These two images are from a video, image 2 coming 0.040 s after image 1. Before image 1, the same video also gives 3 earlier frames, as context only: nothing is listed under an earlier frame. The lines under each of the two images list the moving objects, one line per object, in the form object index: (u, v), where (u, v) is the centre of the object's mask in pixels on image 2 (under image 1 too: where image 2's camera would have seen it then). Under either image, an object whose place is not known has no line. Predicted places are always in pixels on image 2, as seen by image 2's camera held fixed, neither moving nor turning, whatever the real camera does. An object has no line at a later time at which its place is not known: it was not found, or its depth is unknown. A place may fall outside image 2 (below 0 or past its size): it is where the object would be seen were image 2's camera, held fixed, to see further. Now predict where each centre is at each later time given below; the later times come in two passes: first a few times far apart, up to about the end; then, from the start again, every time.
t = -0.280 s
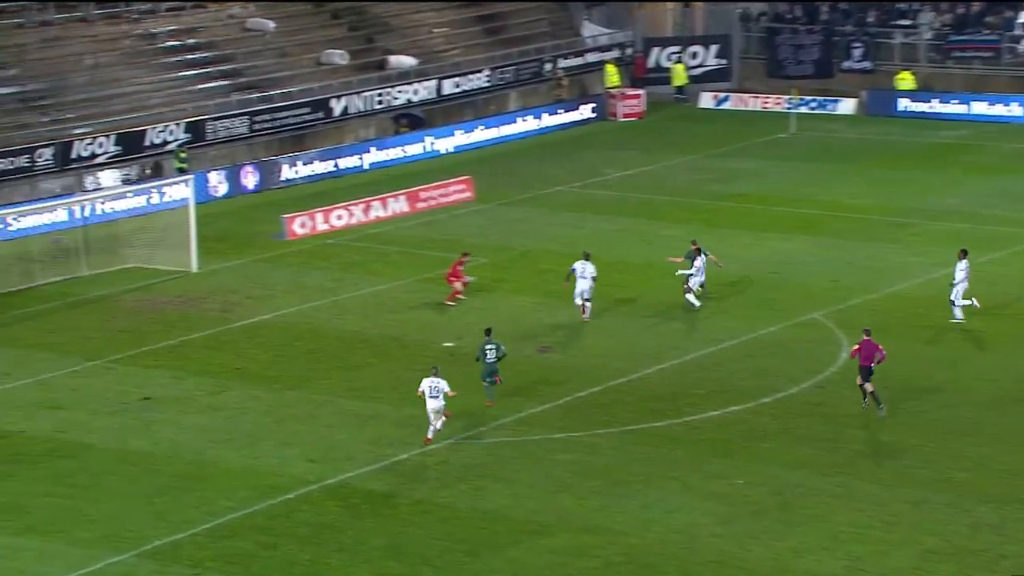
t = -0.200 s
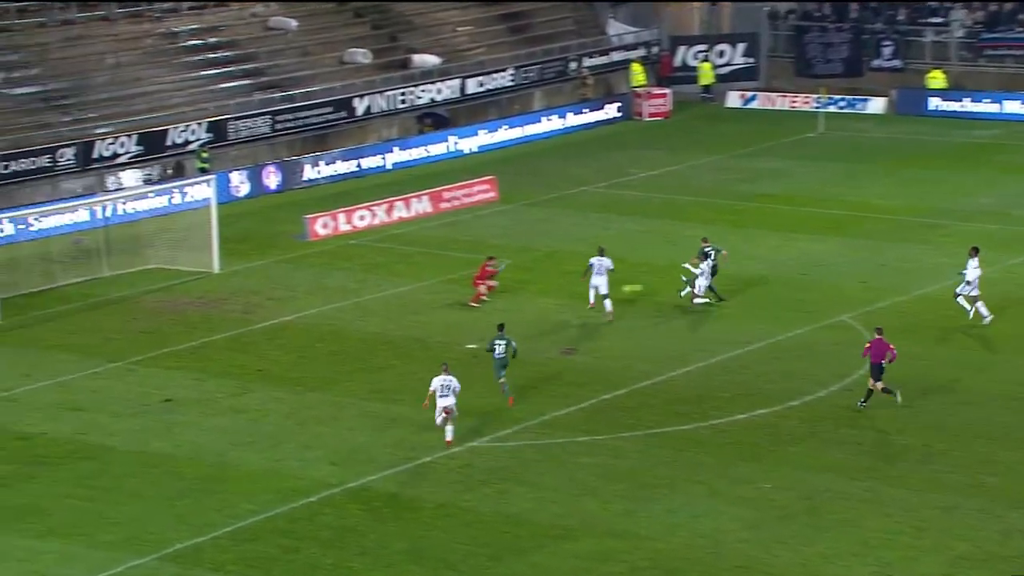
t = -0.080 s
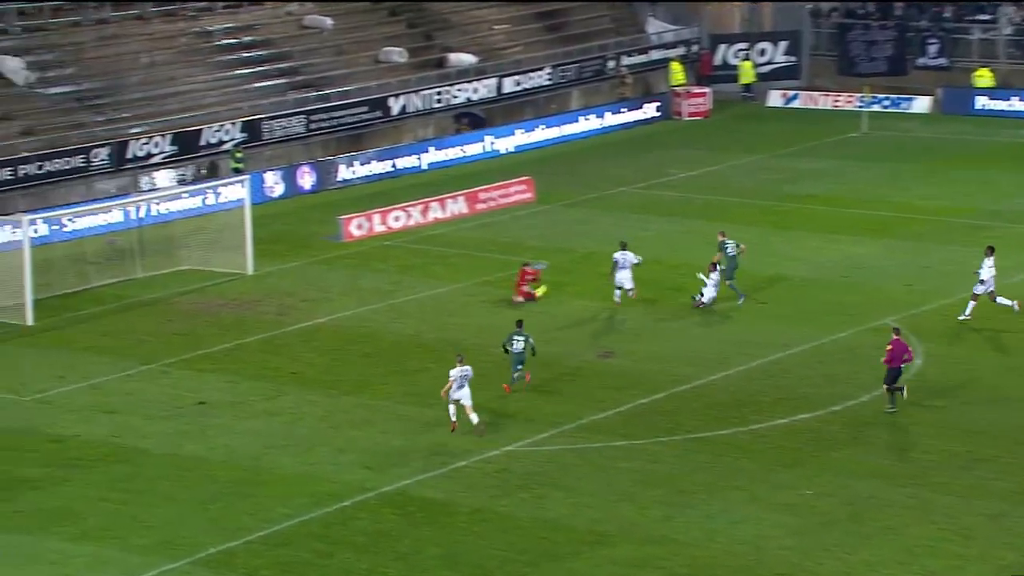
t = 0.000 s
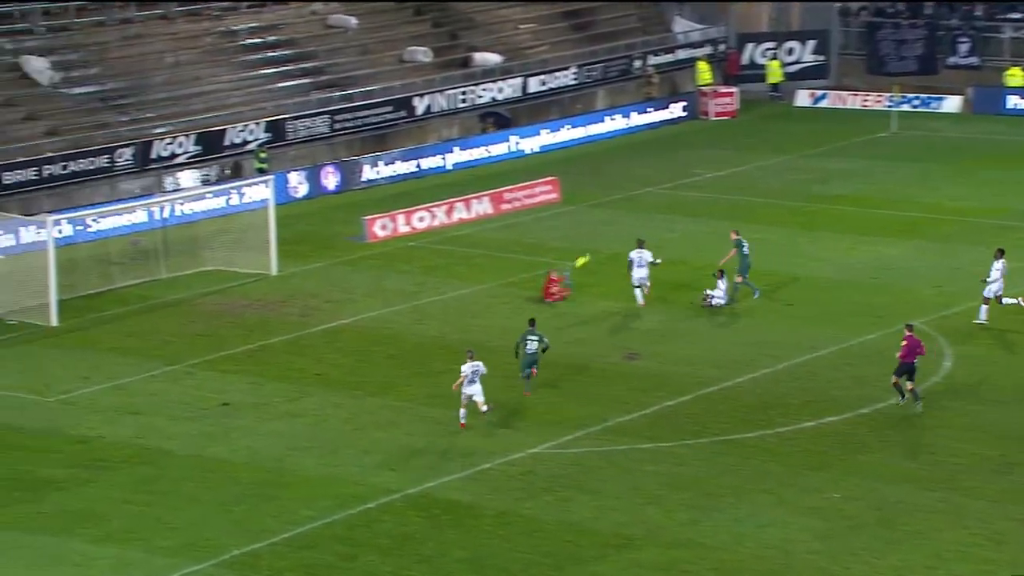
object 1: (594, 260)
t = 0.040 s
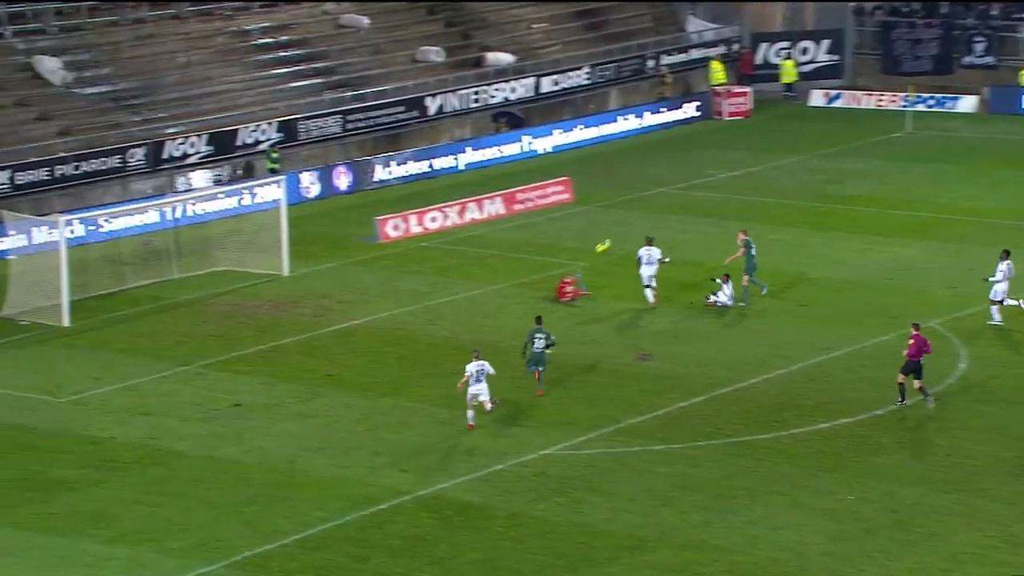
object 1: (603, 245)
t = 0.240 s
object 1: (637, 181)
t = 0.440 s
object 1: (666, 135)
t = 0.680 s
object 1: (688, 104)
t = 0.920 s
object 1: (701, 108)
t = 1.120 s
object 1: (712, 134)
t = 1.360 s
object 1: (723, 198)
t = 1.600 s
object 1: (735, 300)
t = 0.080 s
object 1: (611, 231)
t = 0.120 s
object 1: (618, 218)
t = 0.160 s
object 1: (625, 205)
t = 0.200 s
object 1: (631, 193)
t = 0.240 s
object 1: (637, 181)
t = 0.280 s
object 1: (644, 171)
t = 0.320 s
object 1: (650, 160)
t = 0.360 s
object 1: (656, 151)
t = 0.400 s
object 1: (661, 142)
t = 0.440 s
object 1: (666, 135)
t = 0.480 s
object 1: (670, 128)
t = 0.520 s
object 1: (675, 122)
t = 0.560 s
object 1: (679, 115)
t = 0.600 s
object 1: (683, 111)
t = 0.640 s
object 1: (686, 107)
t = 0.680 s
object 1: (688, 104)
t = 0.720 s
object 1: (690, 103)
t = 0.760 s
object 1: (691, 103)
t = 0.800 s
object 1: (694, 102)
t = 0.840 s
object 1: (696, 103)
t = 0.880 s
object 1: (698, 105)
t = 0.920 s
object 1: (701, 108)
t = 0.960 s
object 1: (703, 111)
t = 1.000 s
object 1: (705, 116)
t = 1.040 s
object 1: (707, 121)
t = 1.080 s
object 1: (710, 126)
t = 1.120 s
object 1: (712, 134)
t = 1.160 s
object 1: (713, 142)
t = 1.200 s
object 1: (715, 151)
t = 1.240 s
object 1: (717, 162)
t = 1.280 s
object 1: (719, 173)
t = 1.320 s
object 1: (721, 185)
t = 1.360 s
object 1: (723, 198)
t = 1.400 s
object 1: (725, 213)
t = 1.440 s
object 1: (726, 227)
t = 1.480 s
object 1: (729, 244)
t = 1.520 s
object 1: (731, 262)
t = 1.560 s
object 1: (733, 280)
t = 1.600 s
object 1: (735, 300)
